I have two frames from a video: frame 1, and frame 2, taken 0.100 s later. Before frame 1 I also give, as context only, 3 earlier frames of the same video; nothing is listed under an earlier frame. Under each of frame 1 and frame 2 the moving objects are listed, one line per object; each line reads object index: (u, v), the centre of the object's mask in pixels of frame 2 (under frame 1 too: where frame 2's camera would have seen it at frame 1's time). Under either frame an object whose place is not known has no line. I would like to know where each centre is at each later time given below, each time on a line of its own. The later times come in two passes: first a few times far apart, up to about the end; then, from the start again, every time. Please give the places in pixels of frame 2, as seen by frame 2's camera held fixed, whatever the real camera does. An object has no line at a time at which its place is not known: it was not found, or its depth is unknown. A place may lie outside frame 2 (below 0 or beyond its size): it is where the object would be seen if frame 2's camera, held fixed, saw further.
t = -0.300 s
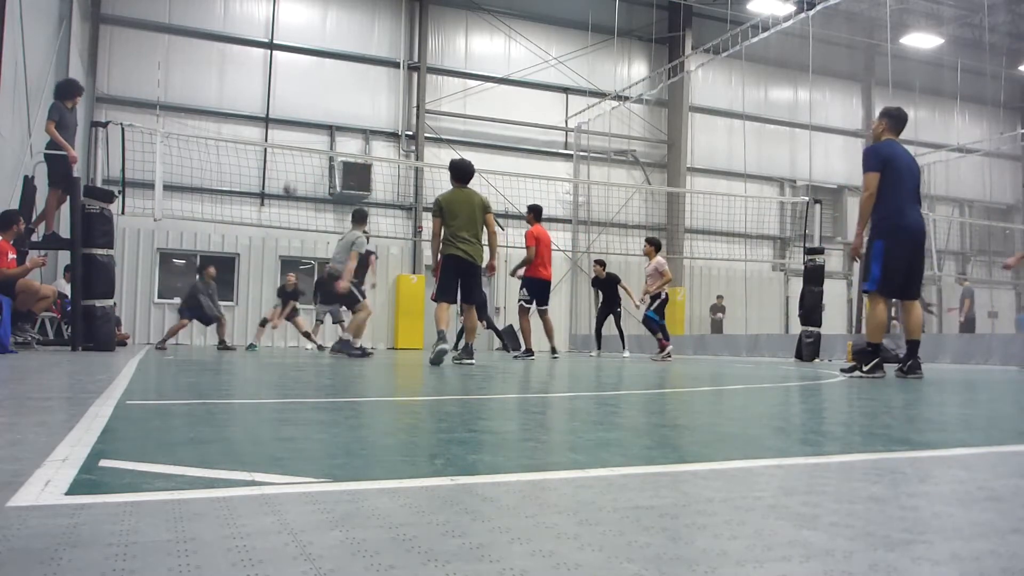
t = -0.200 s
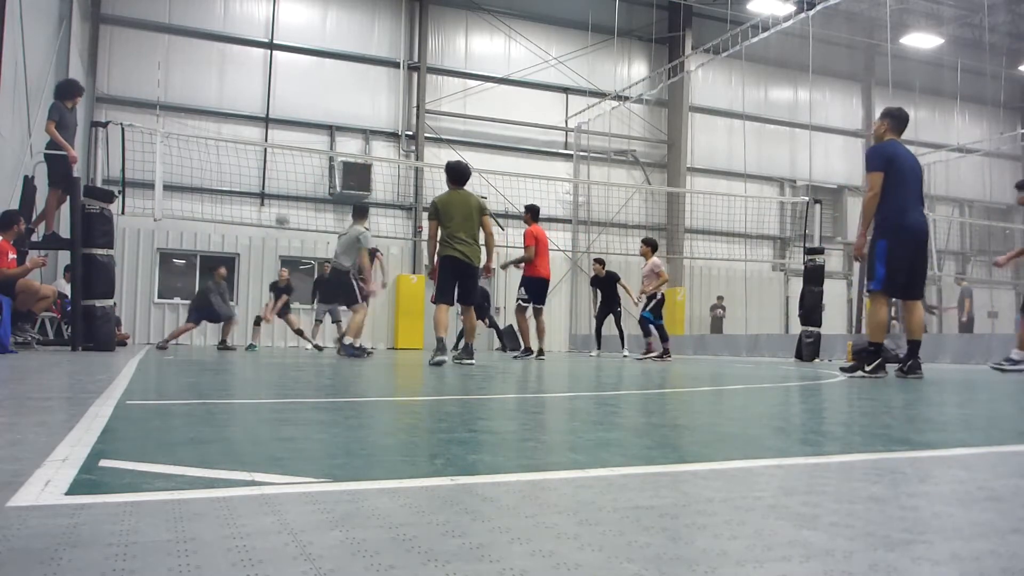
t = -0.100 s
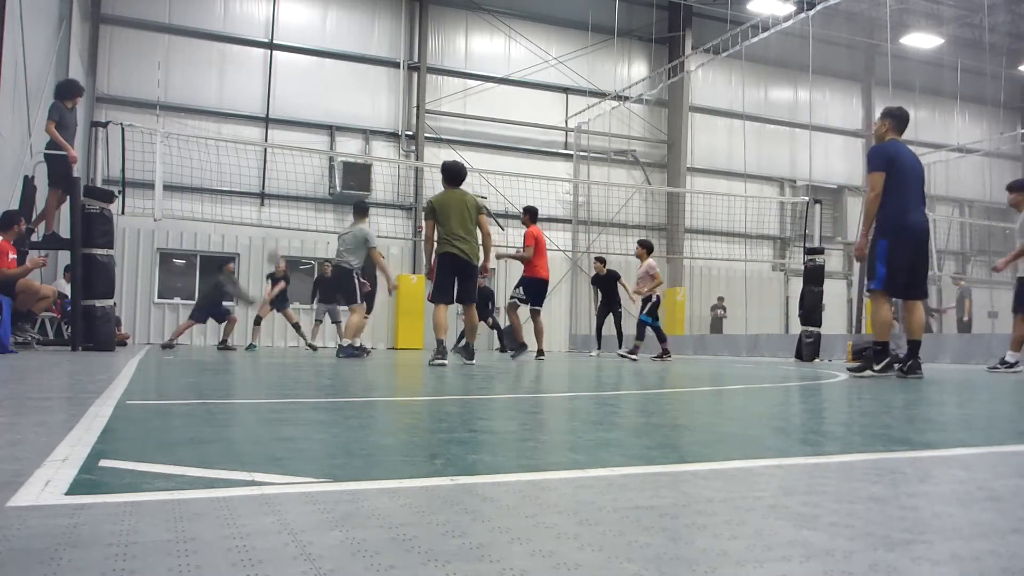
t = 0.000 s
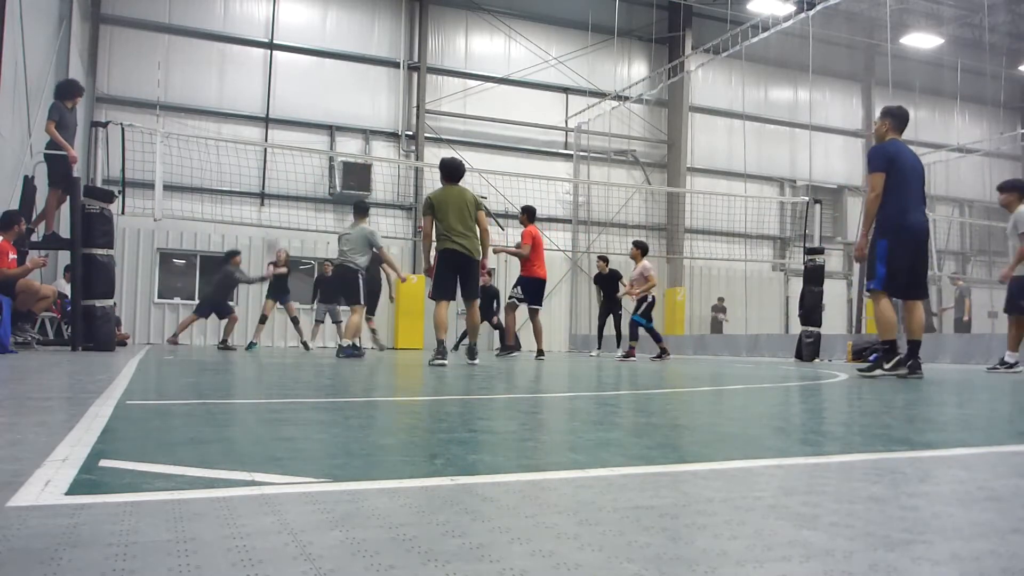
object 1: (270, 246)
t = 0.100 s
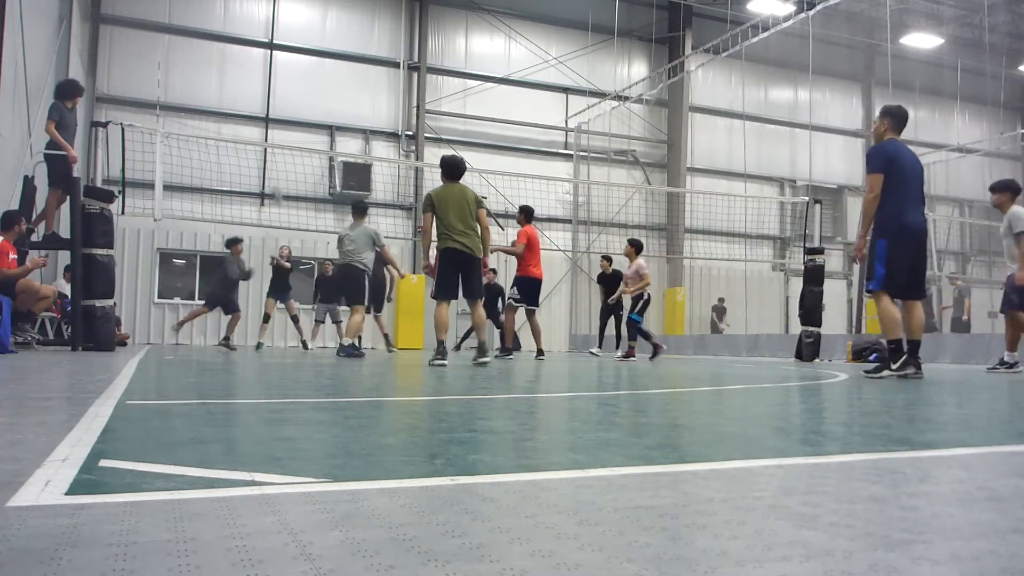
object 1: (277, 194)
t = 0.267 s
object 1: (284, 126)
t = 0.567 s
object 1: (293, 58)
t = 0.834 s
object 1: (299, 44)
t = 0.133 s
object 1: (278, 180)
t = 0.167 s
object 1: (279, 166)
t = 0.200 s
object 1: (280, 153)
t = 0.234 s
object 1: (281, 140)
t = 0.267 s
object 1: (284, 126)
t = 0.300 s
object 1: (284, 118)
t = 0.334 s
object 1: (285, 108)
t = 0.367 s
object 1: (286, 98)
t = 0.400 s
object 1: (287, 90)
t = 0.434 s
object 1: (288, 82)
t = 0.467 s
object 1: (289, 75)
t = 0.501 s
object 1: (291, 69)
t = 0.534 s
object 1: (291, 63)
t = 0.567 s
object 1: (293, 58)
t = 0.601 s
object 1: (294, 54)
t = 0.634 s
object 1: (295, 51)
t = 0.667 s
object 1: (295, 48)
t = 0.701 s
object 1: (296, 46)
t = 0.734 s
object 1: (297, 45)
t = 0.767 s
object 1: (297, 45)
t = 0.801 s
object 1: (298, 44)
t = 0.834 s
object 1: (299, 44)
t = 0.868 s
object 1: (300, 45)
